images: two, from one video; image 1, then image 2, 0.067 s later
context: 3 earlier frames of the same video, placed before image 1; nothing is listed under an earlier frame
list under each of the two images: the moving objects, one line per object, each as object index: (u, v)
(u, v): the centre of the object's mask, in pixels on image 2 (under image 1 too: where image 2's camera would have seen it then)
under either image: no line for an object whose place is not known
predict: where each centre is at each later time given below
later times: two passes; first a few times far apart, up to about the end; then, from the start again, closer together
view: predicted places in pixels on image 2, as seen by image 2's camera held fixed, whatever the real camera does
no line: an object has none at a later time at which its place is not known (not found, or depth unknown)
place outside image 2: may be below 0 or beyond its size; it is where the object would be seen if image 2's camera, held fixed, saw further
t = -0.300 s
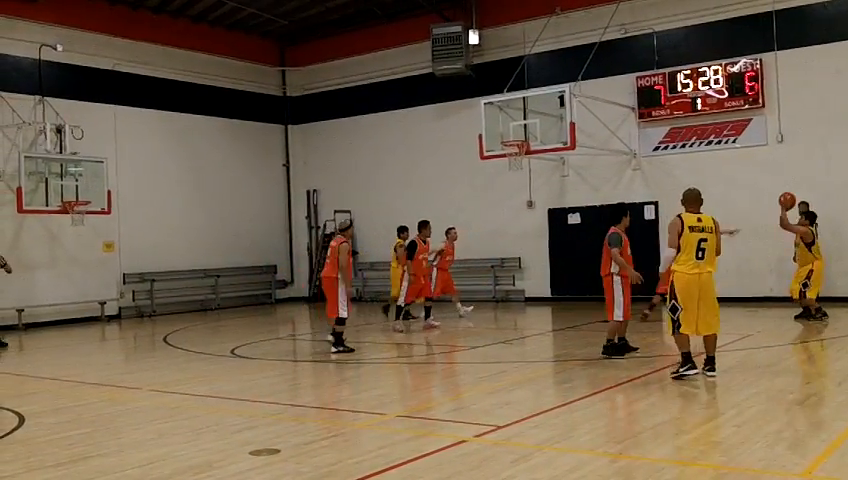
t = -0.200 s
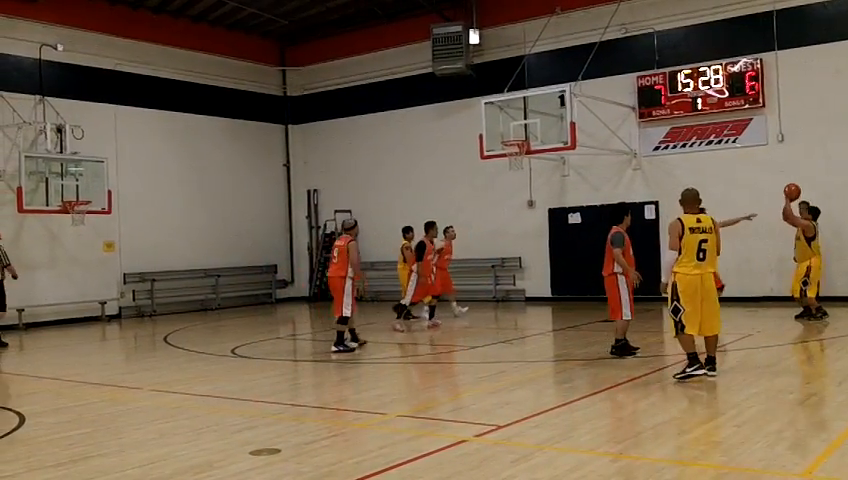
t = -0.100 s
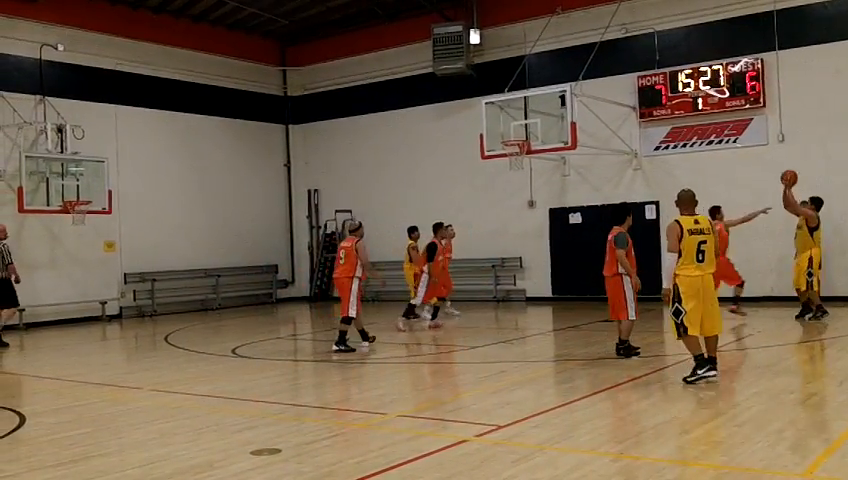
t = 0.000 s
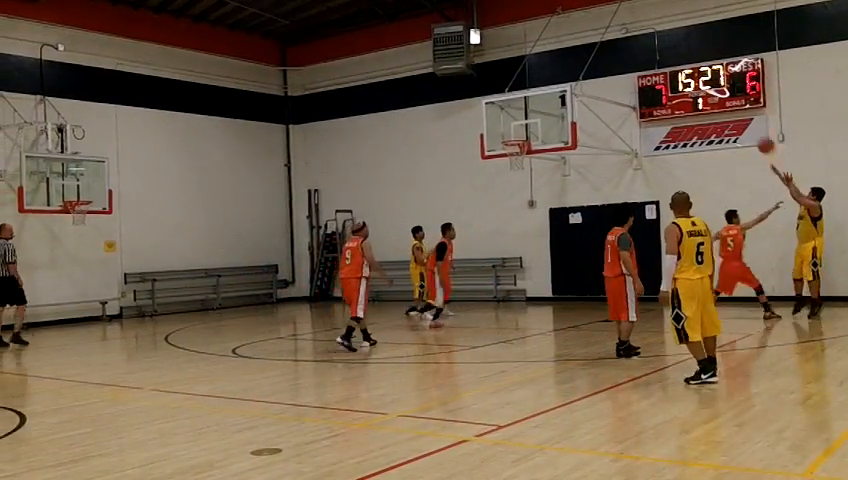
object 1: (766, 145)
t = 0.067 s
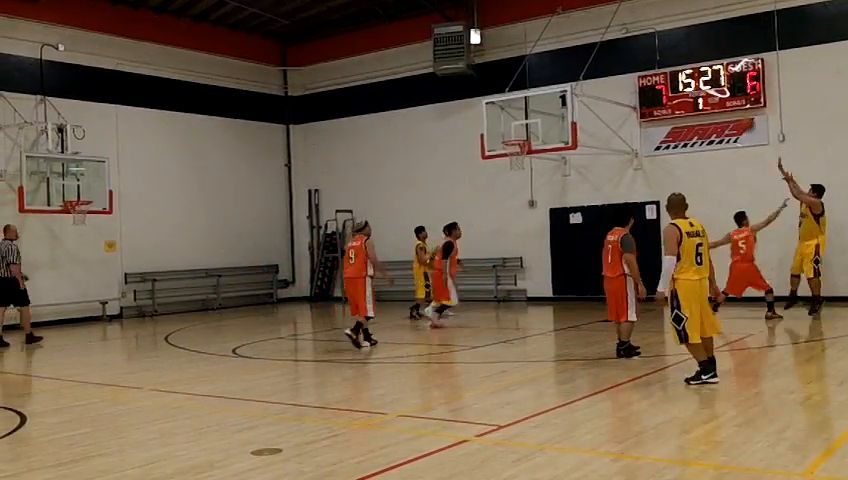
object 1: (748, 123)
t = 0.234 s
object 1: (699, 85)
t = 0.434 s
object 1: (647, 64)
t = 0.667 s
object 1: (591, 71)
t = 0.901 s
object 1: (541, 107)
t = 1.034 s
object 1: (517, 134)
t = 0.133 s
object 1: (727, 106)
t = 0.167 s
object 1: (717, 101)
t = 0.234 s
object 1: (699, 85)
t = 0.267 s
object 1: (691, 79)
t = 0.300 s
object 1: (681, 75)
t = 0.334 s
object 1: (673, 71)
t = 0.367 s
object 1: (663, 67)
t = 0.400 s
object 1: (655, 65)
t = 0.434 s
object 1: (647, 64)
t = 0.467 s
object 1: (639, 63)
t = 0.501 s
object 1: (630, 63)
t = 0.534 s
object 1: (623, 63)
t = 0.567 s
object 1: (615, 64)
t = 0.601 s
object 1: (607, 65)
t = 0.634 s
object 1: (599, 67)
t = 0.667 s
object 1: (591, 71)
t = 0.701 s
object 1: (583, 73)
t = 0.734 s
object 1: (576, 77)
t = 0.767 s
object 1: (570, 82)
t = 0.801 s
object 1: (562, 88)
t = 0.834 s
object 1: (555, 94)
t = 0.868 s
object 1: (548, 100)
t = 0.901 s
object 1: (541, 107)
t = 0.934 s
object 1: (535, 114)
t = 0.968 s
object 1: (529, 123)
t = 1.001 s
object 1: (521, 132)
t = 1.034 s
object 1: (517, 134)
